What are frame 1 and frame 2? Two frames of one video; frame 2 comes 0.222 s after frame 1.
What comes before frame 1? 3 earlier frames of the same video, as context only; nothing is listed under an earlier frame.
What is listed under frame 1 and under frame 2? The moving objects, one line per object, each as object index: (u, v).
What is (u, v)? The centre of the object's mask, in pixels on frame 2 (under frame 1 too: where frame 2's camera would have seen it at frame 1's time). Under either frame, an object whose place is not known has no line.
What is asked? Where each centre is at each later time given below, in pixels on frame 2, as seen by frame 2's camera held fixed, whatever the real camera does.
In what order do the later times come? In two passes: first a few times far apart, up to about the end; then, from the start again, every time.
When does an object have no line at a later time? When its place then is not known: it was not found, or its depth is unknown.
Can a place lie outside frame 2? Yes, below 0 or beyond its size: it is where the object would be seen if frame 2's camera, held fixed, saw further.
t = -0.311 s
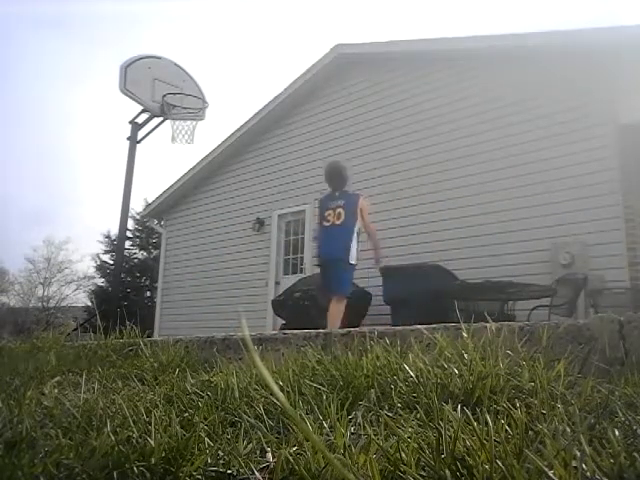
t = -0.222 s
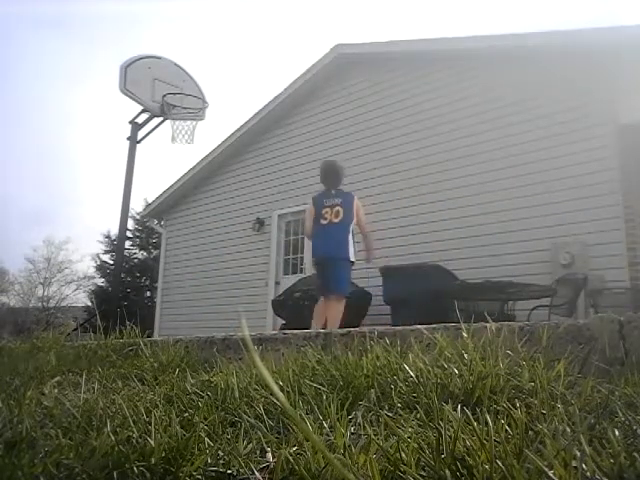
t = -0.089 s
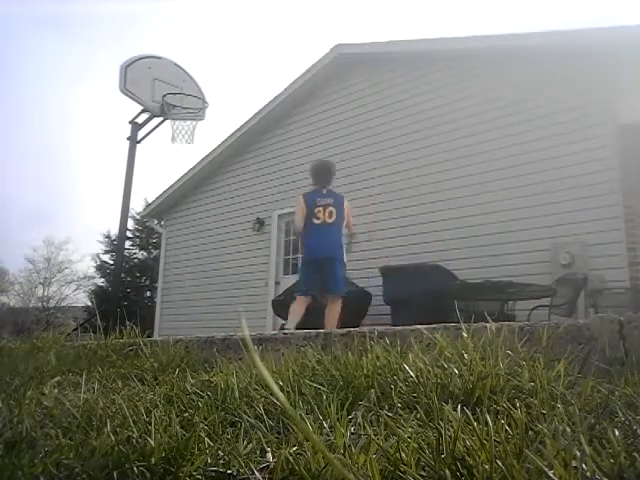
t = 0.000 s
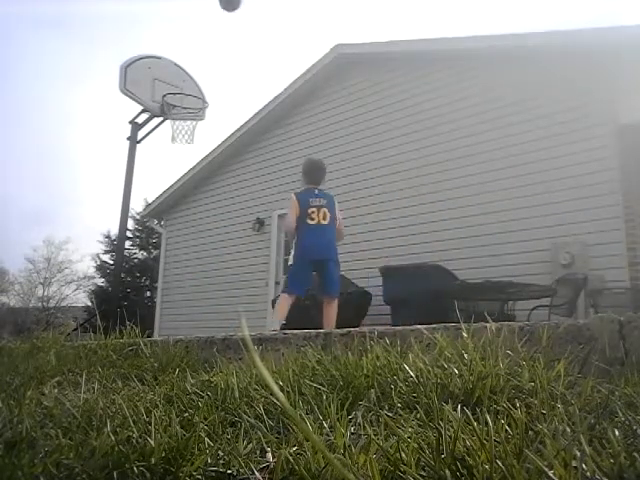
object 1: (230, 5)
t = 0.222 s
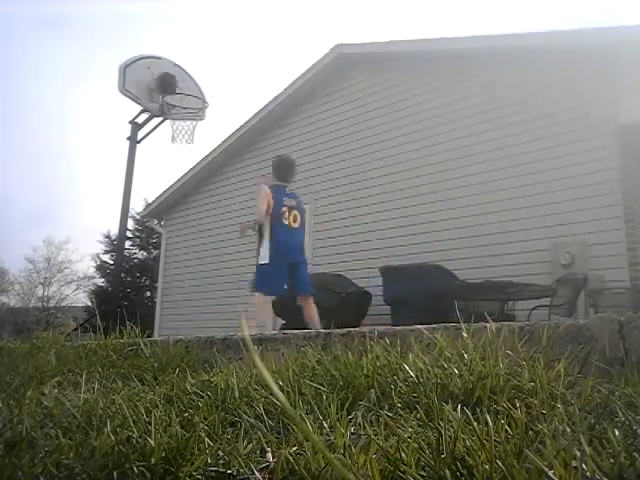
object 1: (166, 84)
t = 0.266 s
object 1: (171, 91)
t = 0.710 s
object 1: (290, 110)
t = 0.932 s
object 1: (343, 170)
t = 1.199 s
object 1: (393, 250)
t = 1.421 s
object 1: (410, 241)
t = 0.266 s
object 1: (171, 91)
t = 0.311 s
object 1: (181, 94)
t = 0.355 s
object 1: (194, 93)
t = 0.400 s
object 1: (207, 89)
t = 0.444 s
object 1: (219, 87)
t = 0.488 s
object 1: (232, 86)
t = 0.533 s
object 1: (244, 87)
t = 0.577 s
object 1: (256, 90)
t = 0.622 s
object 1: (267, 94)
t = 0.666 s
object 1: (278, 100)
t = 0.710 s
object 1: (290, 110)
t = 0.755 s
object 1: (302, 119)
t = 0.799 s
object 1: (311, 128)
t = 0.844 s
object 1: (322, 140)
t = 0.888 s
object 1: (332, 154)
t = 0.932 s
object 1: (343, 170)
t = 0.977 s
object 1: (354, 188)
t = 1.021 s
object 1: (363, 207)
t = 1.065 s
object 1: (374, 228)
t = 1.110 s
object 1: (384, 251)
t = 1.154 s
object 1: (390, 257)
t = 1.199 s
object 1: (393, 250)
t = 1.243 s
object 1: (396, 245)
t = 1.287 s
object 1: (399, 241)
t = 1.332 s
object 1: (402, 239)
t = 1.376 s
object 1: (406, 239)
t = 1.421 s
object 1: (410, 241)
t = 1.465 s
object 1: (414, 245)
